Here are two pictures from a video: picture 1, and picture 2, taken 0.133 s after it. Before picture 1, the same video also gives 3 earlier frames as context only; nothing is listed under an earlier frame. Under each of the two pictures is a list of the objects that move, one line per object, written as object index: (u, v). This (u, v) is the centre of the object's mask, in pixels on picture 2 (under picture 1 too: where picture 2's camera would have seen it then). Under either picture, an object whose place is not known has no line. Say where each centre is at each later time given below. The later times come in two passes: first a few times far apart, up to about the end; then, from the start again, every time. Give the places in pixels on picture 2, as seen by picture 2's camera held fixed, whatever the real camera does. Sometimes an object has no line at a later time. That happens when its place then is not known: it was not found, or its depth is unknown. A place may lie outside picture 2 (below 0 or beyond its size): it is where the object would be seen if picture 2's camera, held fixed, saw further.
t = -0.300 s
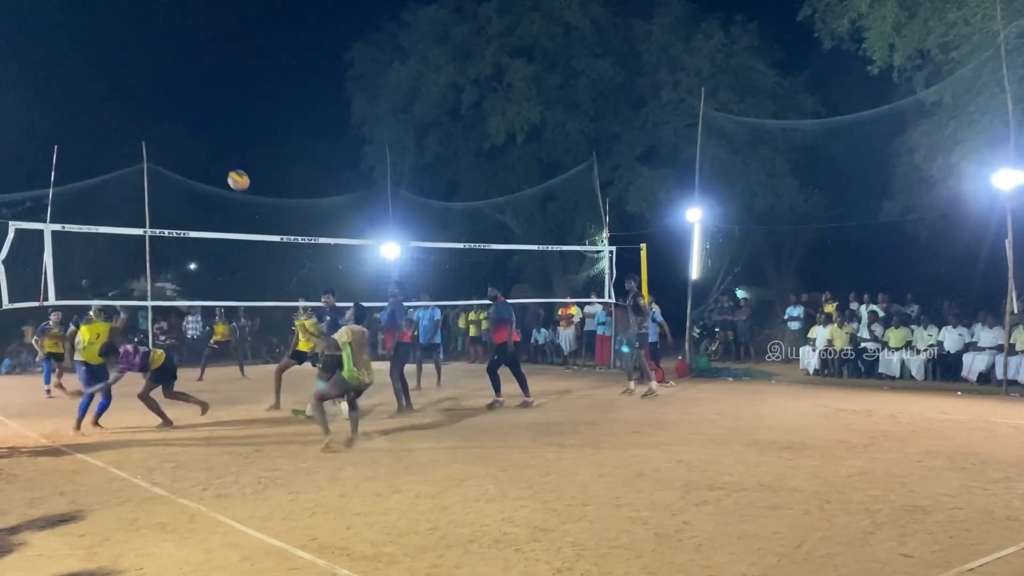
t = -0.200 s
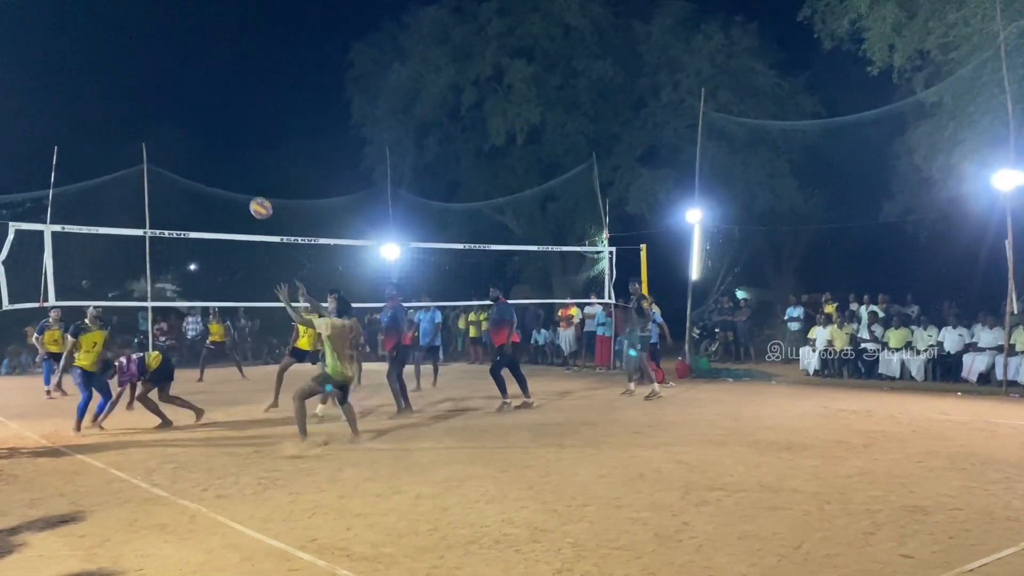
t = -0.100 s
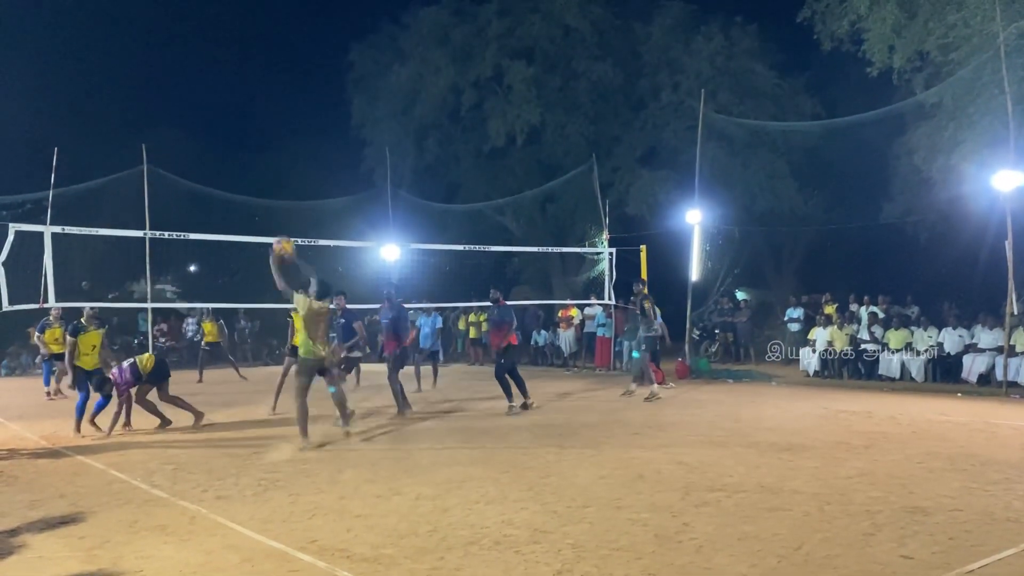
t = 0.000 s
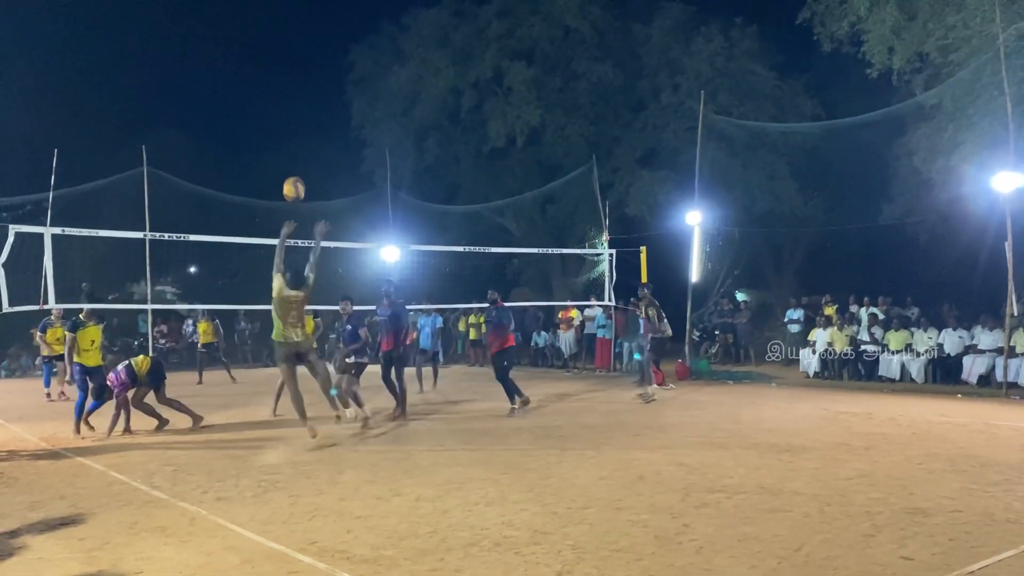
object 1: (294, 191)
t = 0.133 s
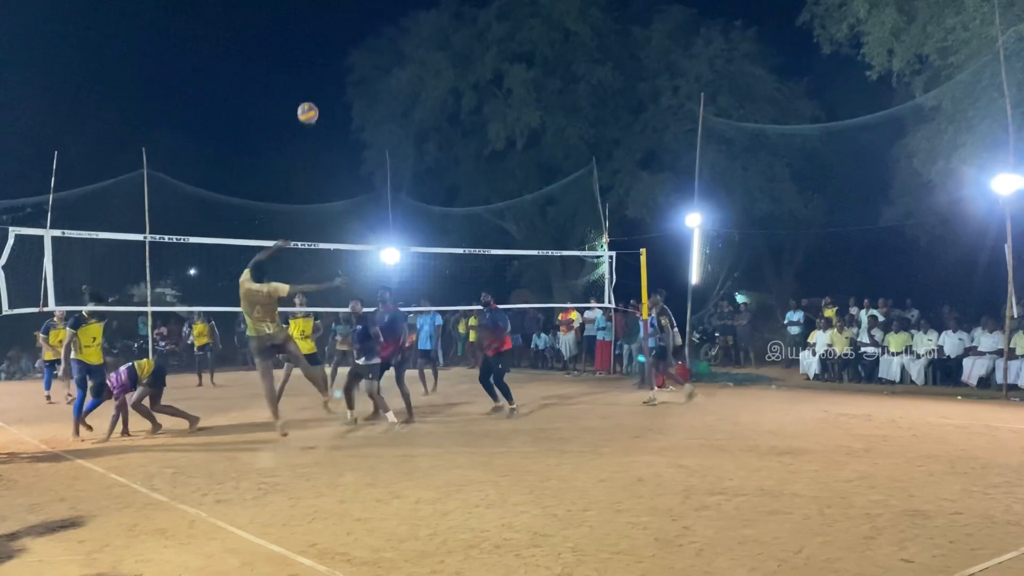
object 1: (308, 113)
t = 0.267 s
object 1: (320, 57)
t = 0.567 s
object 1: (346, -4)
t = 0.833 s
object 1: (367, 7)
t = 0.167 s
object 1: (310, 98)
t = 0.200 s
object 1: (314, 83)
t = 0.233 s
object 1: (317, 69)
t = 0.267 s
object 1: (320, 57)
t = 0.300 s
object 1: (323, 46)
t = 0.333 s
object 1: (326, 35)
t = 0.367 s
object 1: (329, 27)
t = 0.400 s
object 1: (332, 19)
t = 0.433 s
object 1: (335, 12)
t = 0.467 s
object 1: (338, 6)
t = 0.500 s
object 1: (341, 1)
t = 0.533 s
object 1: (343, -2)
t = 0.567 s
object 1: (346, -4)
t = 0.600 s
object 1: (348, -6)
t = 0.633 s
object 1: (351, -6)
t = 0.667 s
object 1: (353, -7)
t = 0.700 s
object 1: (356, -7)
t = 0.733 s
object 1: (359, -4)
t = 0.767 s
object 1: (362, -2)
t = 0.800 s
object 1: (364, 2)
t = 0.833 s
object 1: (367, 7)
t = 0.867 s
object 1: (369, 12)
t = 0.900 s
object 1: (372, 18)
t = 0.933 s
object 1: (374, 25)
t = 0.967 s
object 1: (377, 33)
